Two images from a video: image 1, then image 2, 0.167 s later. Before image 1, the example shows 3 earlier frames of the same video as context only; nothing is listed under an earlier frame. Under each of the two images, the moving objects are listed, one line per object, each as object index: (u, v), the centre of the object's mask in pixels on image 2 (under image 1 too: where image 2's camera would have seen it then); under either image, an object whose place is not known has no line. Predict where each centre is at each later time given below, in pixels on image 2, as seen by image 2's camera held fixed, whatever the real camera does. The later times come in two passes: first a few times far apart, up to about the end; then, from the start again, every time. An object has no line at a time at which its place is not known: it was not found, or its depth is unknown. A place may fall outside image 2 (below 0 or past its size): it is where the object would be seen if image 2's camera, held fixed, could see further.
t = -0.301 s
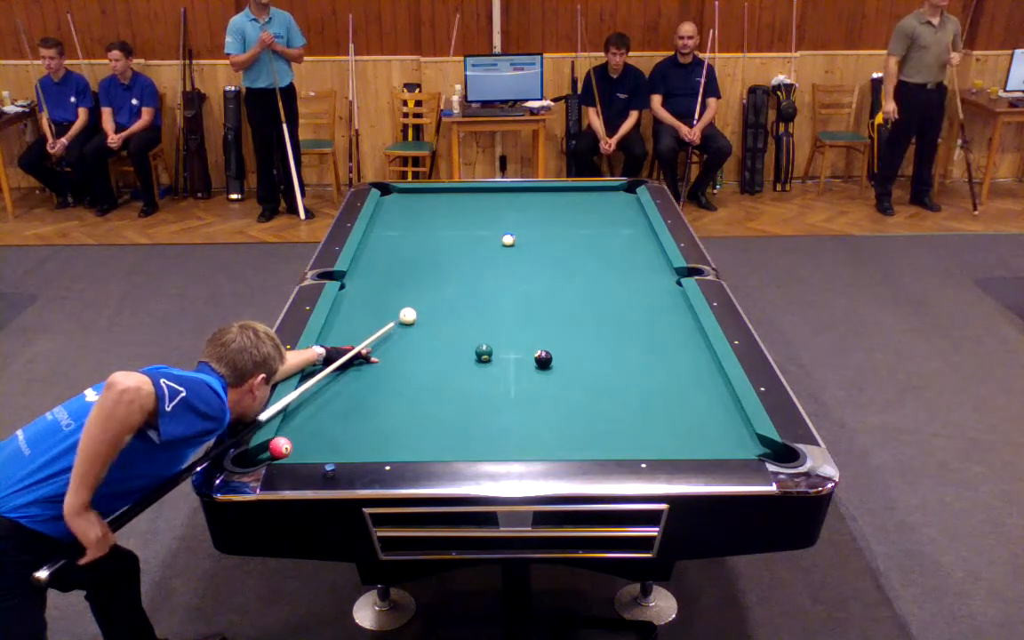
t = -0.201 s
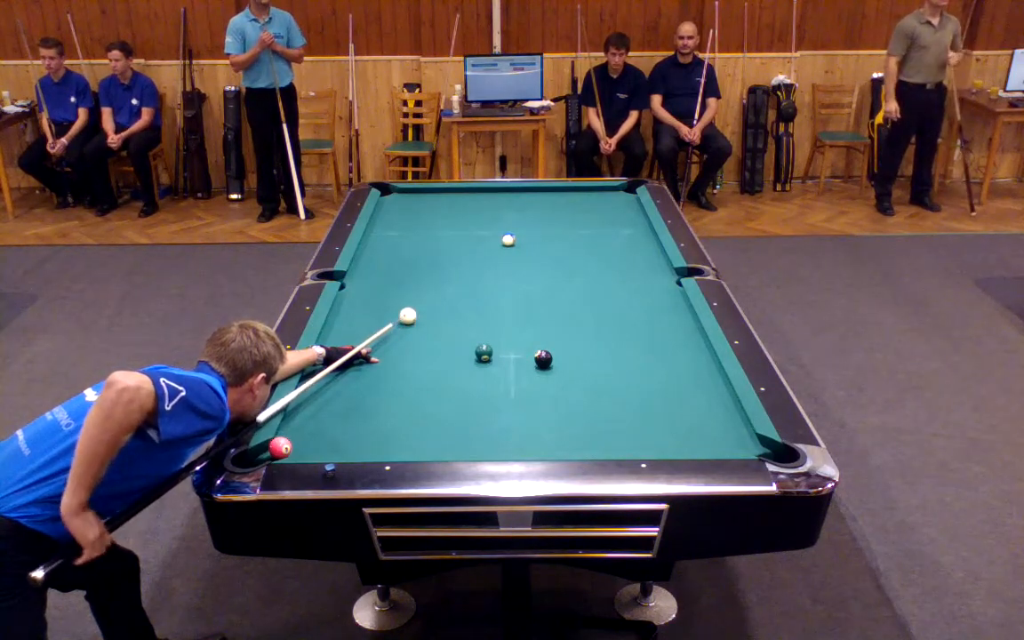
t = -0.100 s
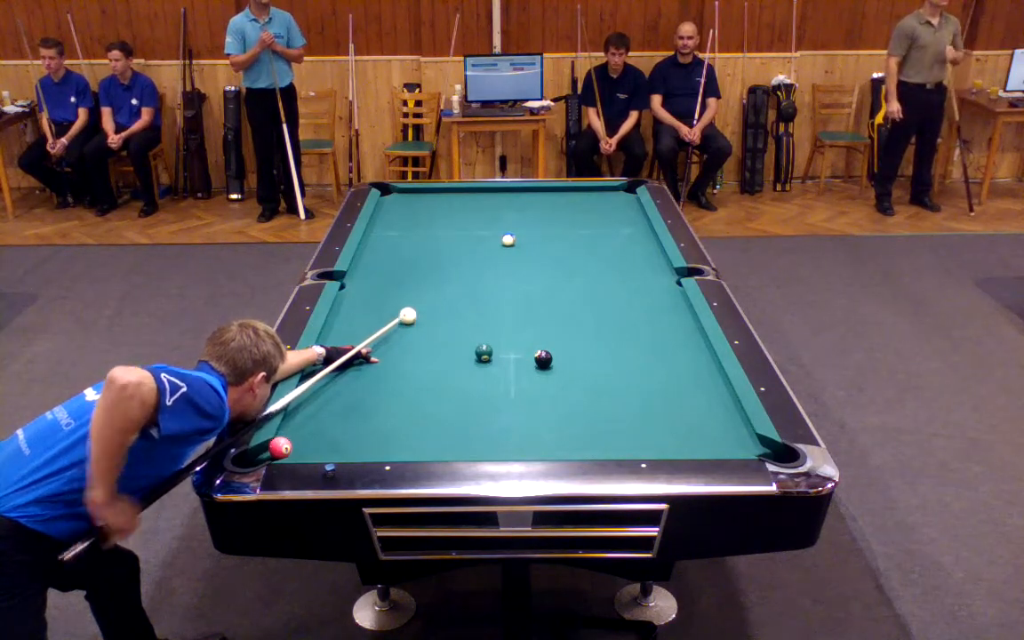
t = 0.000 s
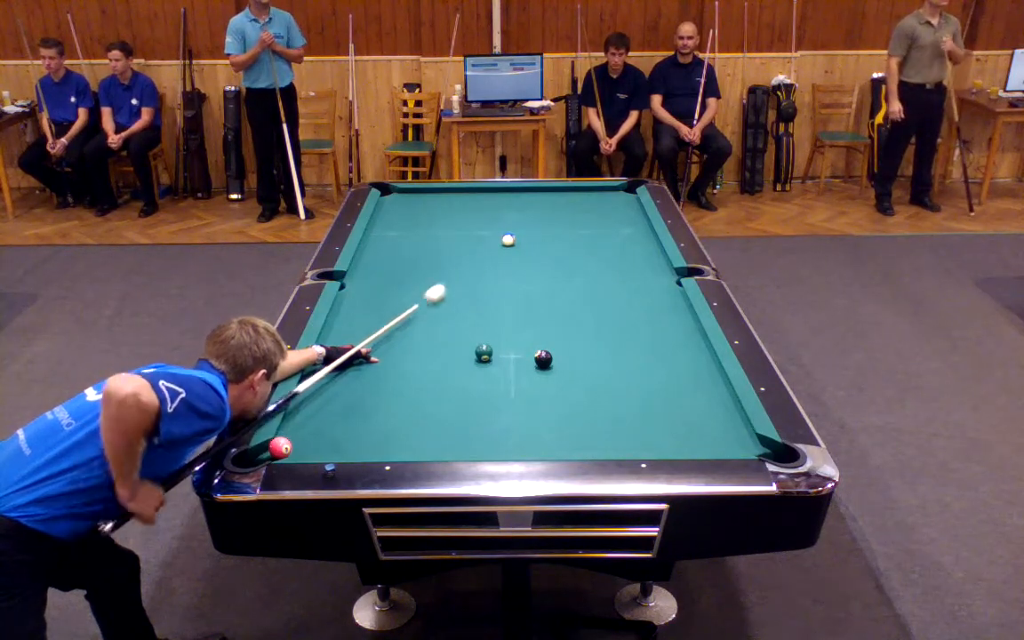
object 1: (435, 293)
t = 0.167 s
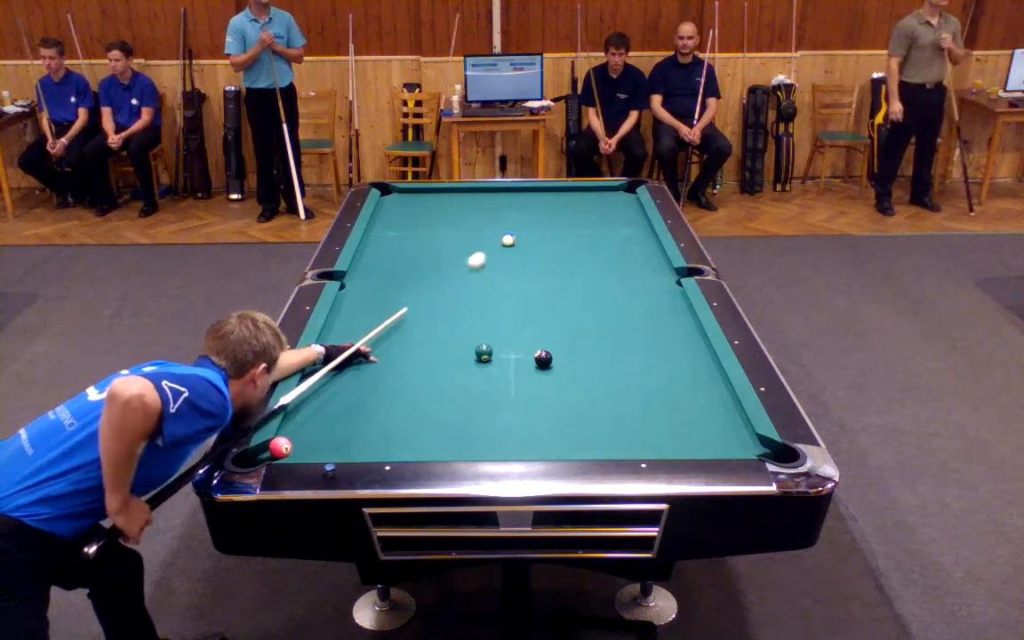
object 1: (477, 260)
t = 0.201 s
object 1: (484, 254)
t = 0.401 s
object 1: (488, 236)
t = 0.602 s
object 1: (481, 224)
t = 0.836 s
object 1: (475, 211)
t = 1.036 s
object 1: (471, 201)
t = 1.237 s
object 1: (467, 192)
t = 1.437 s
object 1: (462, 193)
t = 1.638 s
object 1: (457, 198)
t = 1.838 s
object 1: (453, 204)
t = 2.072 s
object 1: (447, 210)
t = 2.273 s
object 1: (443, 215)
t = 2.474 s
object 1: (438, 220)
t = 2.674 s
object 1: (434, 226)
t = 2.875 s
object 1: (430, 231)
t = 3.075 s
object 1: (426, 235)
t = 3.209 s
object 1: (423, 239)
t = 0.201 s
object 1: (484, 254)
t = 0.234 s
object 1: (491, 249)
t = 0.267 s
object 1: (497, 243)
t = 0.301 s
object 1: (497, 241)
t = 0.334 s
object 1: (493, 240)
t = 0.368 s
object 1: (490, 238)
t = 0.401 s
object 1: (488, 236)
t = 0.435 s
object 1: (486, 235)
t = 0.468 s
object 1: (485, 233)
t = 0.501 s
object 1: (484, 231)
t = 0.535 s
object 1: (483, 229)
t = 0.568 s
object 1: (482, 226)
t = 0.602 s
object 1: (481, 224)
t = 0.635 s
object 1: (480, 223)
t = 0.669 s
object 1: (480, 221)
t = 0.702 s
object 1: (479, 219)
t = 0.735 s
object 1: (478, 217)
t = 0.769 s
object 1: (477, 215)
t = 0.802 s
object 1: (476, 213)
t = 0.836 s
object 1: (475, 211)
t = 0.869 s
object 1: (475, 210)
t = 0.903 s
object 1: (474, 208)
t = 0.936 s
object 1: (473, 206)
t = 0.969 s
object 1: (472, 205)
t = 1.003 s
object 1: (472, 203)
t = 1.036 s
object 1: (471, 201)
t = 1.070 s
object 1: (470, 200)
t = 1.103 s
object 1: (469, 198)
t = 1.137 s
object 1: (468, 197)
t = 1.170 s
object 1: (468, 195)
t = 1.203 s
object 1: (467, 193)
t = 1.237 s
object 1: (467, 192)
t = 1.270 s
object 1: (466, 190)
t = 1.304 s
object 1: (465, 189)
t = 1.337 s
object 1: (464, 190)
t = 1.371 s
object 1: (464, 191)
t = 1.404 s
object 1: (463, 192)
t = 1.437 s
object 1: (462, 193)
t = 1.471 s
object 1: (461, 194)
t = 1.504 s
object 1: (461, 195)
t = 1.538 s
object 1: (460, 196)
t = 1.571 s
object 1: (459, 196)
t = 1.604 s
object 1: (458, 198)
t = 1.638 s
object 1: (457, 198)
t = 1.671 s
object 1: (457, 199)
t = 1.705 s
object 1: (456, 200)
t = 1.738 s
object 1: (455, 201)
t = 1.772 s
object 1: (454, 202)
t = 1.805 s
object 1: (453, 203)
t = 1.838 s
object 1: (453, 204)
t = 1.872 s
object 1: (452, 204)
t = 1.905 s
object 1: (451, 205)
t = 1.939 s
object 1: (450, 207)
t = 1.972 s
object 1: (450, 207)
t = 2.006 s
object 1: (449, 208)
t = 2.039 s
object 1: (448, 209)
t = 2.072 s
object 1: (447, 210)
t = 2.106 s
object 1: (447, 211)
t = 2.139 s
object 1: (446, 212)
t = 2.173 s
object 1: (445, 213)
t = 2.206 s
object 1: (444, 213)
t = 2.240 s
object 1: (444, 214)
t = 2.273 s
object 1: (443, 215)
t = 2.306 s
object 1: (442, 216)
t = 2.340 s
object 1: (441, 217)
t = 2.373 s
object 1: (441, 218)
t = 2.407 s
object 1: (440, 219)
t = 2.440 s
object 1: (439, 220)
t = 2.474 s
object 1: (438, 220)
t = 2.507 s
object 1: (438, 221)
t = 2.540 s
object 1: (437, 222)
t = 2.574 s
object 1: (436, 223)
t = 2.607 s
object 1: (435, 224)
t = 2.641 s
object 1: (435, 225)
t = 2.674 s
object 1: (434, 226)
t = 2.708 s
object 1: (433, 226)
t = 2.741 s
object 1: (433, 227)
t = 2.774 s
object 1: (432, 228)
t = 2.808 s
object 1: (431, 229)
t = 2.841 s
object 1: (431, 230)
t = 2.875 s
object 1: (430, 231)
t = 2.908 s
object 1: (429, 231)
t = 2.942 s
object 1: (429, 232)
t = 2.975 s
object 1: (428, 233)
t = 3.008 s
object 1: (427, 234)
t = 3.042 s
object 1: (426, 235)
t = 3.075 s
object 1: (426, 235)
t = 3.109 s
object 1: (425, 236)
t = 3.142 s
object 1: (424, 237)
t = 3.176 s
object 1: (424, 238)
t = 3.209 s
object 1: (423, 239)
